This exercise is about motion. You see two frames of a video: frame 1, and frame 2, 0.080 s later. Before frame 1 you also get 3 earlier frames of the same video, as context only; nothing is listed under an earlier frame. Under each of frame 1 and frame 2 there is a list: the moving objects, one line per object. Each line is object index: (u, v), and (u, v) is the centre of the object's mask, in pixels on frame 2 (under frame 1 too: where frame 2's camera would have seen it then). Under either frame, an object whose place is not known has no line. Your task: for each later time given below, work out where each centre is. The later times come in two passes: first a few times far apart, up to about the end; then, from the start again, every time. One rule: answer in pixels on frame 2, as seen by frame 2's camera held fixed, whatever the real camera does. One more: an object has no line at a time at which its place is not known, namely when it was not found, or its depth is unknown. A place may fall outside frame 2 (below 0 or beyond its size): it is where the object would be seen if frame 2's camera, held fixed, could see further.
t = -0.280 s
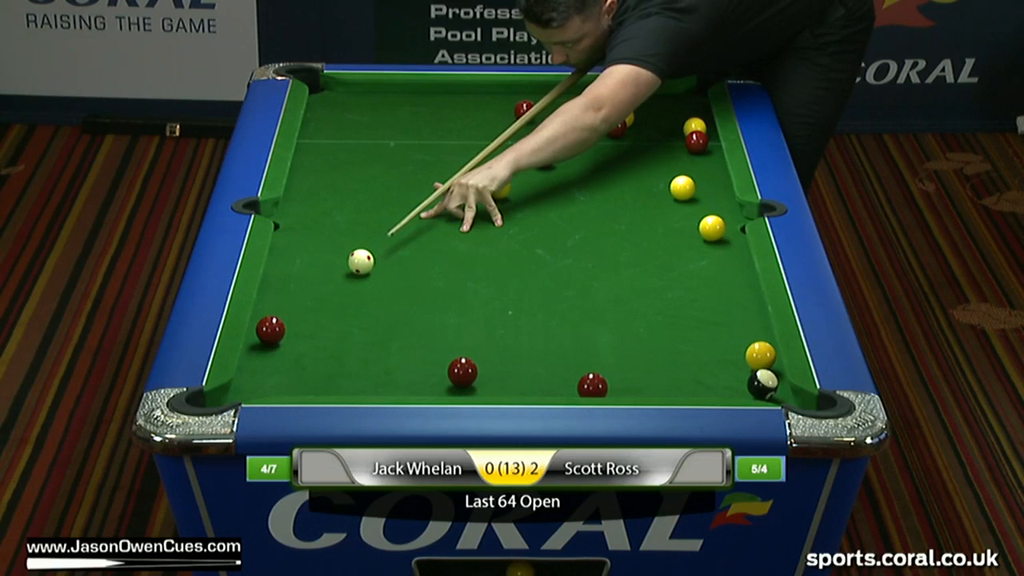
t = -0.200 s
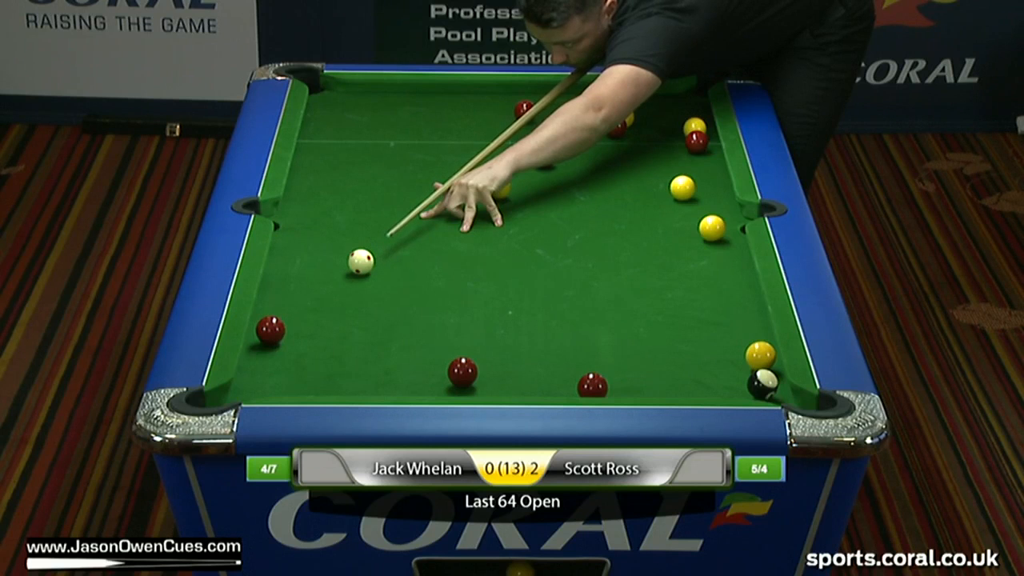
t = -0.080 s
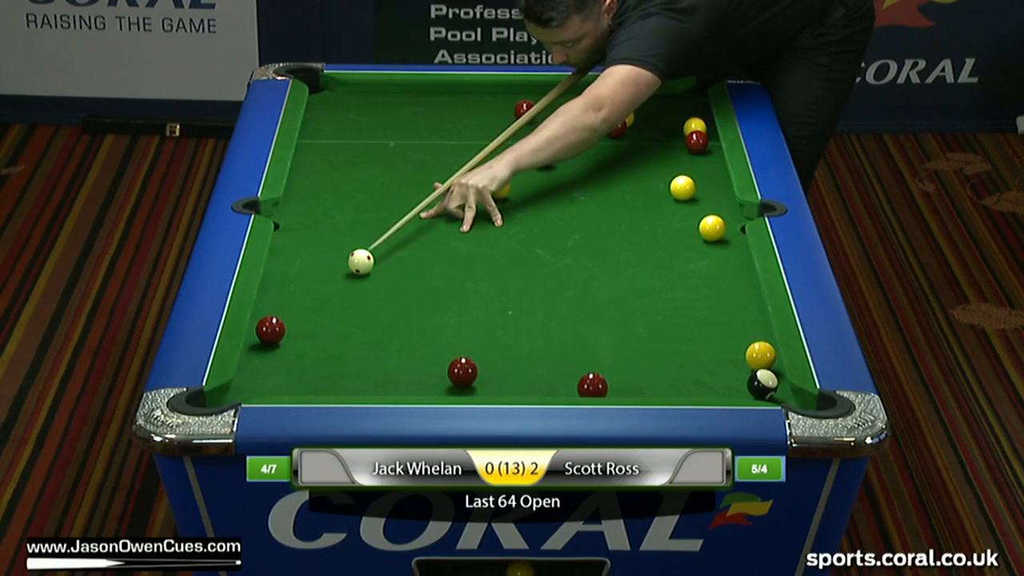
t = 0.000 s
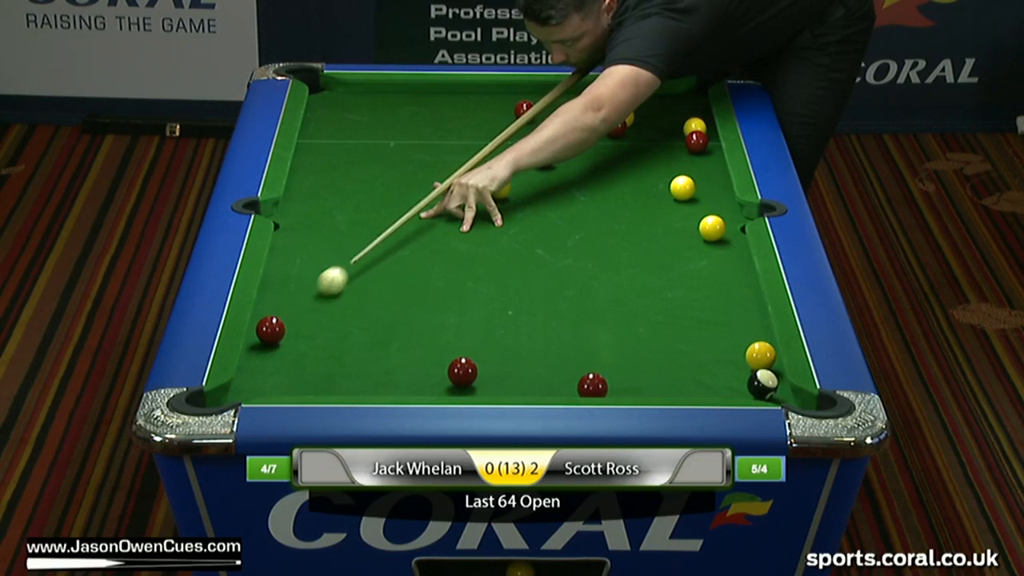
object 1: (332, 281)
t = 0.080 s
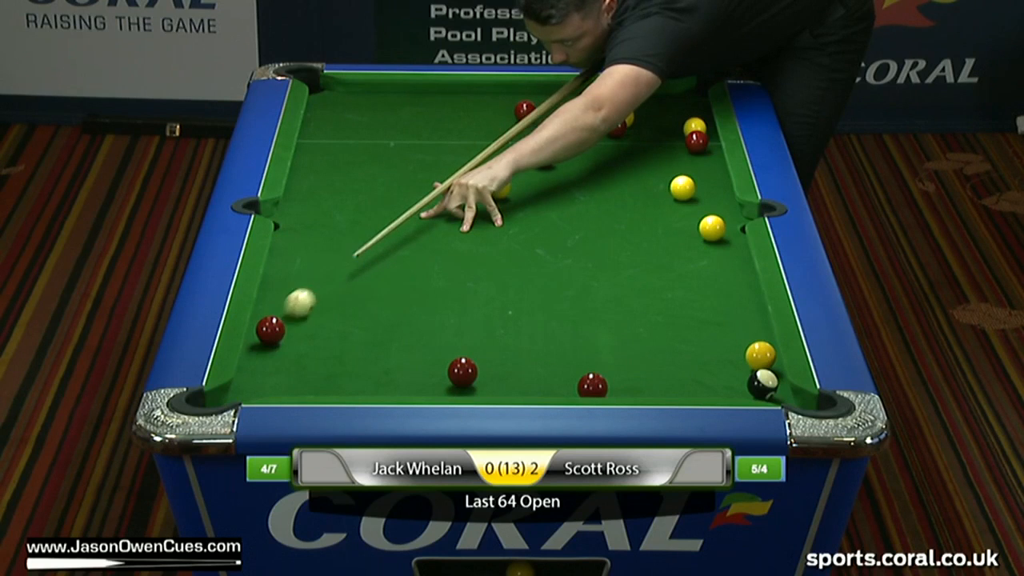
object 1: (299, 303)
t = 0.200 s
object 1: (269, 318)
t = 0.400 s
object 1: (303, 322)
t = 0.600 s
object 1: (331, 328)
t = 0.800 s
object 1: (358, 333)
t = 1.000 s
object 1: (383, 338)
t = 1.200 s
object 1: (406, 343)
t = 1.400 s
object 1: (428, 347)
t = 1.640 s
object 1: (452, 350)
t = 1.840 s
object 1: (472, 352)
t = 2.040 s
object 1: (488, 358)
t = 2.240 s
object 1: (503, 361)
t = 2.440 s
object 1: (517, 364)
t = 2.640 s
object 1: (528, 365)
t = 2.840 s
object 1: (539, 367)
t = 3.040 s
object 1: (547, 368)
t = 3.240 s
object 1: (553, 369)
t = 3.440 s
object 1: (557, 369)
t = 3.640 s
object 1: (560, 369)
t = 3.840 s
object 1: (560, 369)
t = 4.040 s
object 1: (559, 369)
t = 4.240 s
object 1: (559, 369)
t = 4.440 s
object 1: (559, 369)
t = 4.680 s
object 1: (559, 369)
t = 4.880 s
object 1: (559, 369)
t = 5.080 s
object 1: (559, 369)
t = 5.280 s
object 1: (559, 369)
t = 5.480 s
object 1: (559, 369)
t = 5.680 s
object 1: (559, 369)
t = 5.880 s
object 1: (559, 369)
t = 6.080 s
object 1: (559, 369)
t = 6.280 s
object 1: (559, 369)
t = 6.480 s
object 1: (559, 369)
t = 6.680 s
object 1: (559, 369)
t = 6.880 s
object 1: (559, 369)
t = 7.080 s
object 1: (559, 369)
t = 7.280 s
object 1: (559, 369)
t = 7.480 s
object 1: (559, 369)
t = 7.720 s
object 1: (559, 369)
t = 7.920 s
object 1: (559, 369)
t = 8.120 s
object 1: (559, 369)
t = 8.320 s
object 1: (559, 369)
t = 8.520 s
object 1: (559, 369)
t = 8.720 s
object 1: (559, 369)
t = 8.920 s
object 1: (559, 369)
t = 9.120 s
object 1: (559, 369)
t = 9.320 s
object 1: (559, 369)
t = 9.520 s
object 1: (559, 369)
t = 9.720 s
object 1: (559, 369)
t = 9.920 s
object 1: (559, 369)
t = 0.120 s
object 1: (285, 312)
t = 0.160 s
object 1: (269, 316)
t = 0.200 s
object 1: (269, 318)
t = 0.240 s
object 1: (277, 319)
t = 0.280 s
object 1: (285, 319)
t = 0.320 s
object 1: (291, 320)
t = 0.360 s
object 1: (297, 321)
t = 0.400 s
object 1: (303, 322)
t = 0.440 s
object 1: (309, 324)
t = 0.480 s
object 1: (314, 325)
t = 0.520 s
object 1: (320, 326)
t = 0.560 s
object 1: (326, 327)
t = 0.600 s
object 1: (331, 328)
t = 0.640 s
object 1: (337, 329)
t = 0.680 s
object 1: (342, 330)
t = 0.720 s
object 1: (347, 331)
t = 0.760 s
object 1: (353, 332)
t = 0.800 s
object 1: (358, 333)
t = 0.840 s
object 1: (363, 334)
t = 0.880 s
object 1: (368, 335)
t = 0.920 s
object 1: (373, 336)
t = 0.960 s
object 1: (378, 337)
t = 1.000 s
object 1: (383, 338)
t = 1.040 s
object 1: (388, 339)
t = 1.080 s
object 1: (392, 340)
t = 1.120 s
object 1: (397, 341)
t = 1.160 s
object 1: (402, 342)
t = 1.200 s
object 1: (406, 343)
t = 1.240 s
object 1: (411, 344)
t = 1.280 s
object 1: (415, 345)
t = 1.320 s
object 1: (420, 345)
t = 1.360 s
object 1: (424, 346)
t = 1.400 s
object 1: (428, 347)
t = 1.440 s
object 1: (432, 348)
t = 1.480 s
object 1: (436, 348)
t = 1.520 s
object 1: (440, 349)
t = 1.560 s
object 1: (444, 349)
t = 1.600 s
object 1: (448, 350)
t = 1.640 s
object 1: (452, 350)
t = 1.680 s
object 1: (455, 350)
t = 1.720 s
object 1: (460, 350)
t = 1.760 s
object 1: (464, 350)
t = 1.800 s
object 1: (468, 351)
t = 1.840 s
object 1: (472, 352)
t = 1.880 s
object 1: (476, 353)
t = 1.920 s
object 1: (480, 354)
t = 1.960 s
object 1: (482, 355)
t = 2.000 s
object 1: (485, 357)
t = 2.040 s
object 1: (488, 358)
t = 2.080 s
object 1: (492, 359)
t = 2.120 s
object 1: (494, 359)
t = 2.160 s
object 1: (498, 360)
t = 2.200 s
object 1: (500, 360)
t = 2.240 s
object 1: (503, 361)
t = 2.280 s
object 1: (506, 361)
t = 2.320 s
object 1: (509, 362)
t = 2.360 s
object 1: (512, 362)
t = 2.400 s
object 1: (514, 363)
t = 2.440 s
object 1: (517, 364)
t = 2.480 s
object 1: (519, 364)
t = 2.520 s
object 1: (522, 364)
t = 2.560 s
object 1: (524, 365)
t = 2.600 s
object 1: (526, 365)
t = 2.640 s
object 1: (528, 365)
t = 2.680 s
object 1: (531, 366)
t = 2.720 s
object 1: (533, 366)
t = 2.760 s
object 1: (535, 366)
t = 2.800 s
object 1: (537, 367)
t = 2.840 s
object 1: (539, 367)
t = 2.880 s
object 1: (540, 367)
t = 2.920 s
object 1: (542, 367)
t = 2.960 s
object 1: (544, 368)
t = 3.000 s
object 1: (545, 368)
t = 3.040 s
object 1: (547, 368)
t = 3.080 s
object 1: (548, 368)
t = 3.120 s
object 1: (549, 368)
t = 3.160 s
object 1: (551, 368)
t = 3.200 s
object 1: (552, 368)
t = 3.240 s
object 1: (553, 369)
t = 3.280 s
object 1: (554, 369)
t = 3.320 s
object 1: (555, 369)
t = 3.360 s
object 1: (555, 369)
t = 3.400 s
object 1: (556, 369)
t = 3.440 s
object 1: (557, 369)
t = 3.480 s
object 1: (558, 369)
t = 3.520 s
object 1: (558, 369)
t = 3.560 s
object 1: (559, 369)
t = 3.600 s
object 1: (559, 369)
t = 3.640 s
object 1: (560, 369)
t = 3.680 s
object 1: (560, 369)
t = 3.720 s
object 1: (560, 369)
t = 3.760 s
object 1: (560, 369)
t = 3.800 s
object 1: (560, 369)
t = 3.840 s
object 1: (560, 369)
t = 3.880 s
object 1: (560, 369)
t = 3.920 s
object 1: (559, 369)
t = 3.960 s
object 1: (559, 369)
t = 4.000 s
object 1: (559, 369)
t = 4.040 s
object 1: (559, 369)
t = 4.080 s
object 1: (559, 369)
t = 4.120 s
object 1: (559, 369)
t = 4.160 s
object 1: (559, 369)
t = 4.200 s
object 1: (559, 369)
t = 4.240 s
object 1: (559, 369)
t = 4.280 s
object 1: (559, 369)
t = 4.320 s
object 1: (559, 369)
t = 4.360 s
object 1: (559, 369)
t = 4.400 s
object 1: (559, 369)
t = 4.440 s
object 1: (559, 369)
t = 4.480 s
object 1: (559, 369)
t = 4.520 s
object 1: (559, 369)
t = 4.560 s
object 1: (559, 369)
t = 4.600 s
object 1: (559, 369)
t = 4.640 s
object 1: (559, 369)
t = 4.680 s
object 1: (559, 369)
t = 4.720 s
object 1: (559, 369)
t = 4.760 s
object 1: (559, 369)
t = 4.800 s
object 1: (559, 369)
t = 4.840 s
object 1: (559, 369)
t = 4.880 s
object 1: (559, 369)
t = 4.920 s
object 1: (559, 369)
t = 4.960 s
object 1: (559, 369)
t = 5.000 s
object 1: (559, 369)
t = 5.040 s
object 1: (559, 369)
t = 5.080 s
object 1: (559, 369)
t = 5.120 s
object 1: (559, 369)
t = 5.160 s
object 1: (559, 369)
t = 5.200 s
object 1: (559, 369)
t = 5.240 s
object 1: (559, 369)
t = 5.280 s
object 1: (559, 369)
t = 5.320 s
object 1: (559, 369)
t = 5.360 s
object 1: (559, 369)
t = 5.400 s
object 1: (559, 369)
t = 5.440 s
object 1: (559, 369)
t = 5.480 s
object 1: (559, 369)
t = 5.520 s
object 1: (559, 369)
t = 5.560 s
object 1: (559, 369)
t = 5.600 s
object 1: (559, 369)
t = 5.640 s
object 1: (559, 369)
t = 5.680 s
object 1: (559, 369)
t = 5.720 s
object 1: (559, 369)
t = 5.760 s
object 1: (559, 369)
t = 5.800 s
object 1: (559, 369)
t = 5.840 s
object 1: (559, 369)
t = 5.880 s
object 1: (559, 369)
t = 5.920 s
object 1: (559, 369)
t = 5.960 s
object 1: (559, 369)
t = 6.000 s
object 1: (559, 369)
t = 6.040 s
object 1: (559, 369)
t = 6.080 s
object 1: (559, 369)
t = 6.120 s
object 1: (559, 369)
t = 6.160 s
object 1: (559, 369)
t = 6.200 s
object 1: (559, 369)
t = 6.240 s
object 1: (559, 369)
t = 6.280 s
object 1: (559, 369)
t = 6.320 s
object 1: (559, 369)
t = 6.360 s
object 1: (559, 369)
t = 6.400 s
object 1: (559, 369)
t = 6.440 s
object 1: (559, 369)
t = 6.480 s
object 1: (559, 369)
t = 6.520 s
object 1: (559, 369)
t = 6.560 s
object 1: (559, 369)
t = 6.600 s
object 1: (559, 369)
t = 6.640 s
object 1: (559, 369)
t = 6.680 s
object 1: (559, 369)
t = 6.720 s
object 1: (559, 369)
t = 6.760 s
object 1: (559, 369)
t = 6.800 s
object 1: (559, 369)
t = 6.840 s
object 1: (559, 369)
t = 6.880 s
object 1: (559, 369)
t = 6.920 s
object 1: (559, 369)
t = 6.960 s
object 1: (559, 369)
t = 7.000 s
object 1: (559, 369)
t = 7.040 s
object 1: (559, 369)
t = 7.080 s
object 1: (559, 369)
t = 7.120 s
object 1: (559, 369)
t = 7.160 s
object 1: (559, 369)
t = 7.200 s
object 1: (559, 369)
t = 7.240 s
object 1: (559, 369)
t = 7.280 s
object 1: (559, 369)
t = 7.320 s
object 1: (559, 369)
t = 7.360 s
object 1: (559, 369)
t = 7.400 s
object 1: (559, 369)
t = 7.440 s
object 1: (559, 369)
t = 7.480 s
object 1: (559, 369)
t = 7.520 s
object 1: (559, 369)
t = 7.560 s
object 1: (559, 369)
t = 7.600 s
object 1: (559, 369)
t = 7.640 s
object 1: (559, 369)
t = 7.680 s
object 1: (559, 369)
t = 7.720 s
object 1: (559, 369)
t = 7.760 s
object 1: (559, 369)
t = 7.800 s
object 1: (559, 369)
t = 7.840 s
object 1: (559, 369)
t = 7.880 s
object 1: (559, 369)
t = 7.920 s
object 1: (559, 369)
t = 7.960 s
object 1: (559, 369)
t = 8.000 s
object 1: (559, 369)
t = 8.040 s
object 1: (559, 369)
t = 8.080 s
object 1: (559, 369)
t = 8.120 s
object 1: (559, 369)
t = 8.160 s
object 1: (559, 369)
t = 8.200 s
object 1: (559, 369)
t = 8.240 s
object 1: (559, 369)
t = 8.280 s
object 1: (559, 369)
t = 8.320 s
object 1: (559, 369)
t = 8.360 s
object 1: (559, 369)
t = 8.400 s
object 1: (559, 369)
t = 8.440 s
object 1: (559, 369)
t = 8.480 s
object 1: (559, 369)
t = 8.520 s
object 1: (559, 369)
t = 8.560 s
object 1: (559, 369)
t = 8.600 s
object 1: (559, 369)
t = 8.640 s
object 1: (559, 369)
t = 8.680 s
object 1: (559, 369)
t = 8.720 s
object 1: (559, 369)
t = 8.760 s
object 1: (559, 369)
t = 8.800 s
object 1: (559, 369)
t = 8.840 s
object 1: (559, 369)
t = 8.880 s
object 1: (559, 369)
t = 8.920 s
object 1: (559, 369)
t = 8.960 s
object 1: (559, 369)
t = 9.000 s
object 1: (559, 369)
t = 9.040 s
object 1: (559, 369)
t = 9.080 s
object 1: (559, 369)
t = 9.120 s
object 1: (559, 369)
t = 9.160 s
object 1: (559, 369)
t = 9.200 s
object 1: (559, 369)
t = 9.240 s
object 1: (559, 369)
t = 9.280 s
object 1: (559, 369)
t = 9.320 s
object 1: (559, 369)
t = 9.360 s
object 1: (559, 369)
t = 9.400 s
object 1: (559, 369)
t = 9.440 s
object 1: (559, 369)
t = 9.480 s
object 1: (559, 369)
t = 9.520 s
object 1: (559, 369)
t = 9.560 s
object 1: (559, 369)
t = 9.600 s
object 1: (559, 369)
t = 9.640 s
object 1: (559, 369)
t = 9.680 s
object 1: (559, 369)
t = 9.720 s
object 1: (559, 369)
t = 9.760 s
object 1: (559, 369)
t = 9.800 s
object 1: (559, 369)
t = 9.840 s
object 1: (559, 369)
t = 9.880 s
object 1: (559, 369)
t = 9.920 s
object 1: (559, 369)
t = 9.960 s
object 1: (559, 369)
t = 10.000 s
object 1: (559, 369)
